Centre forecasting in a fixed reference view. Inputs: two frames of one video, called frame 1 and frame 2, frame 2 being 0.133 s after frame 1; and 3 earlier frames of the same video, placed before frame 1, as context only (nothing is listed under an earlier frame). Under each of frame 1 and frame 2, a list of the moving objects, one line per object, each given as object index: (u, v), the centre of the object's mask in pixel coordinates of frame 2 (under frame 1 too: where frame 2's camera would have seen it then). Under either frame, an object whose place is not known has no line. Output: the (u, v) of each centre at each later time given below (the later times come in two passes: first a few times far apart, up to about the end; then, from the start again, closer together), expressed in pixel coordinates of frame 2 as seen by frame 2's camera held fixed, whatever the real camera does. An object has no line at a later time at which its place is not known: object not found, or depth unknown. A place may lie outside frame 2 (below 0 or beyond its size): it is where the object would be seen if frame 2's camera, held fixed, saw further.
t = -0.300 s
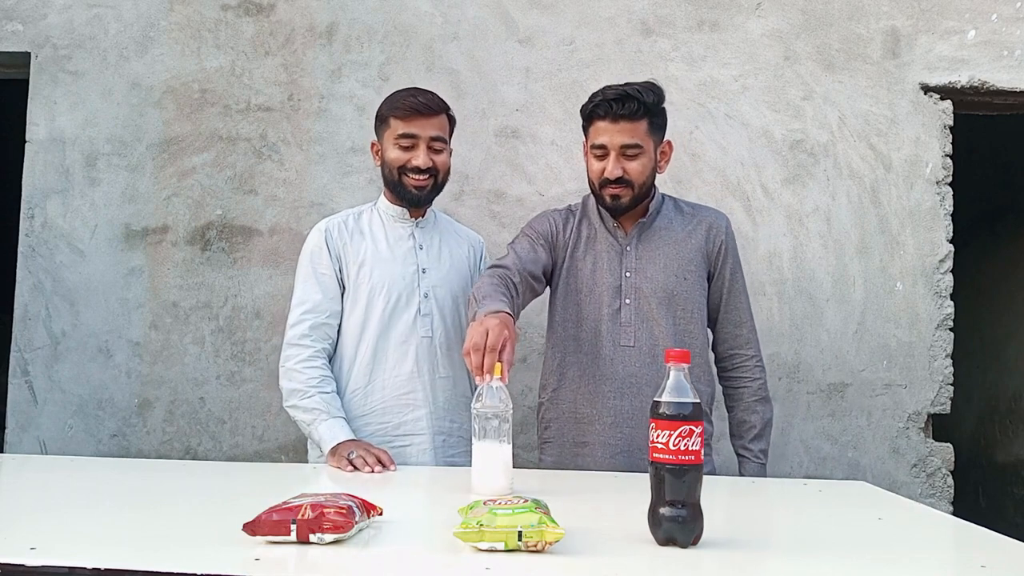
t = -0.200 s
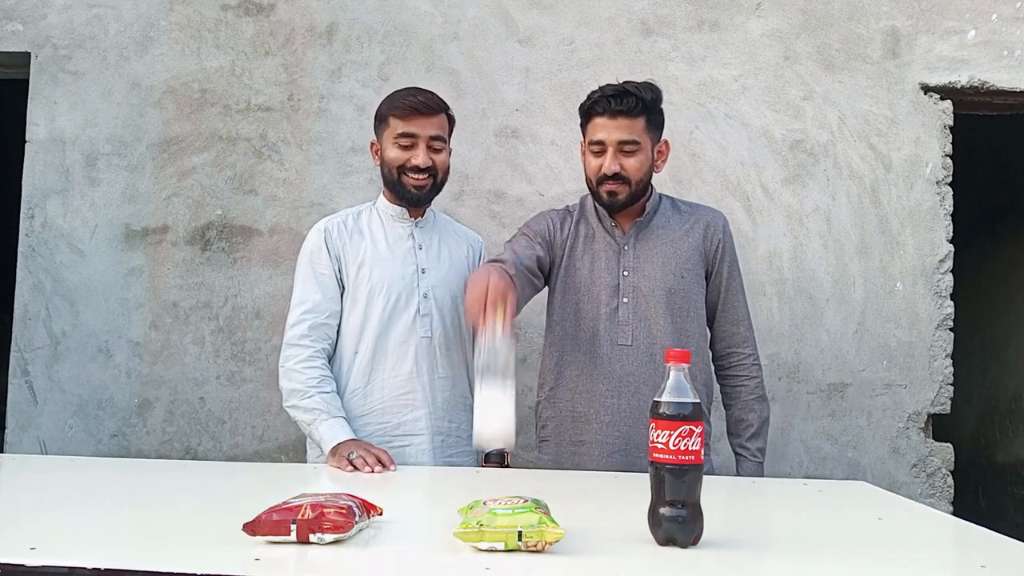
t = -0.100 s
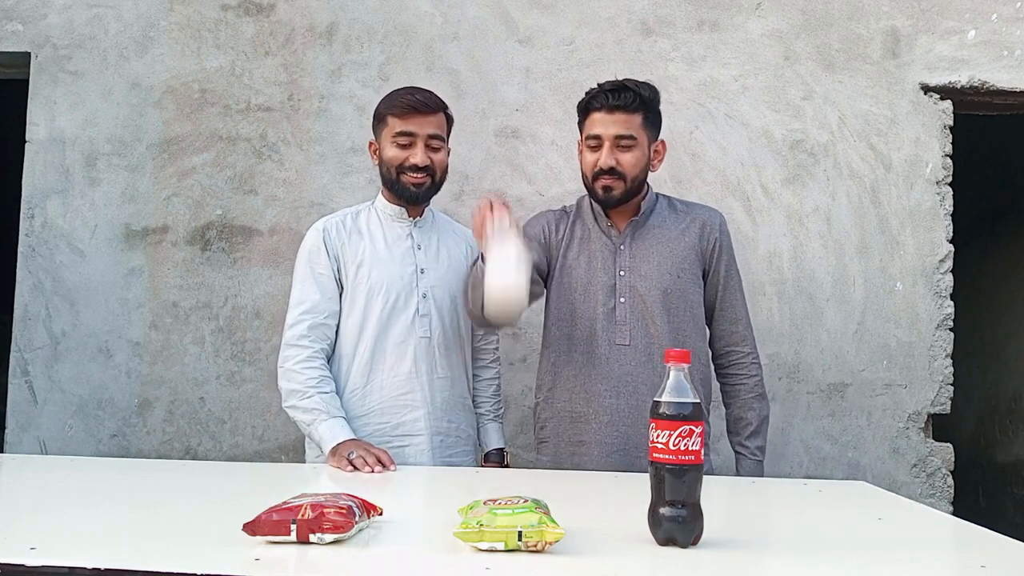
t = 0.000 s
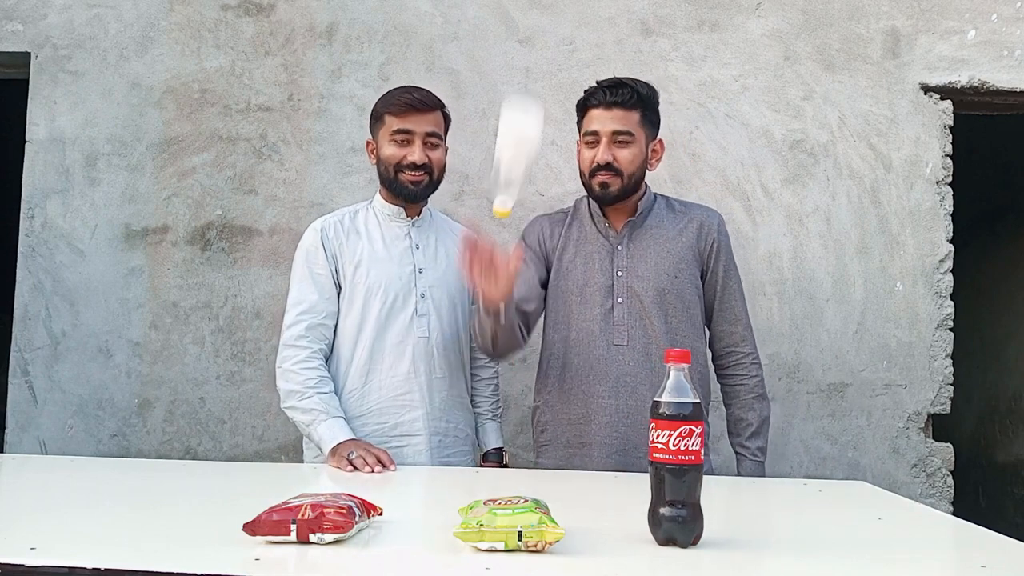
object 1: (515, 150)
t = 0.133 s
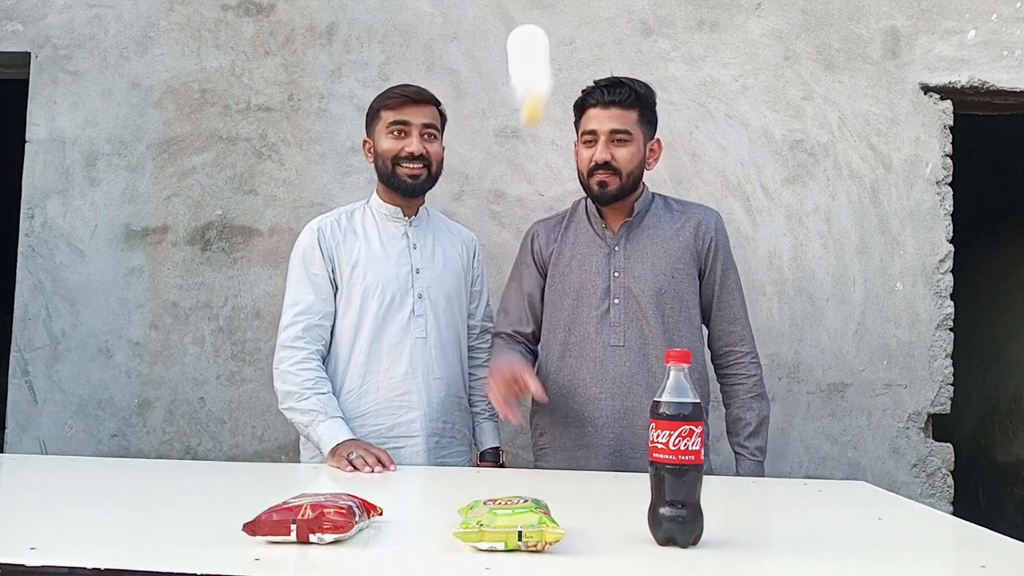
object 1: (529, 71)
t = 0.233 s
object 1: (539, 70)
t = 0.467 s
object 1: (551, 361)
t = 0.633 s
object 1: (549, 439)
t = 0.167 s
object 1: (533, 60)
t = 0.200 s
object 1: (535, 61)
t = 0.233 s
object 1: (539, 70)
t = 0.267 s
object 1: (542, 84)
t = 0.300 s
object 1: (544, 109)
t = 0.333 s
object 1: (546, 143)
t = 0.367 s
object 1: (547, 182)
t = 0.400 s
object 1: (549, 234)
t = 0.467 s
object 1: (551, 361)
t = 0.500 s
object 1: (553, 421)
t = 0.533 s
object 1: (553, 434)
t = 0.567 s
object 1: (552, 435)
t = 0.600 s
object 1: (550, 438)
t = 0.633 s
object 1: (549, 439)
